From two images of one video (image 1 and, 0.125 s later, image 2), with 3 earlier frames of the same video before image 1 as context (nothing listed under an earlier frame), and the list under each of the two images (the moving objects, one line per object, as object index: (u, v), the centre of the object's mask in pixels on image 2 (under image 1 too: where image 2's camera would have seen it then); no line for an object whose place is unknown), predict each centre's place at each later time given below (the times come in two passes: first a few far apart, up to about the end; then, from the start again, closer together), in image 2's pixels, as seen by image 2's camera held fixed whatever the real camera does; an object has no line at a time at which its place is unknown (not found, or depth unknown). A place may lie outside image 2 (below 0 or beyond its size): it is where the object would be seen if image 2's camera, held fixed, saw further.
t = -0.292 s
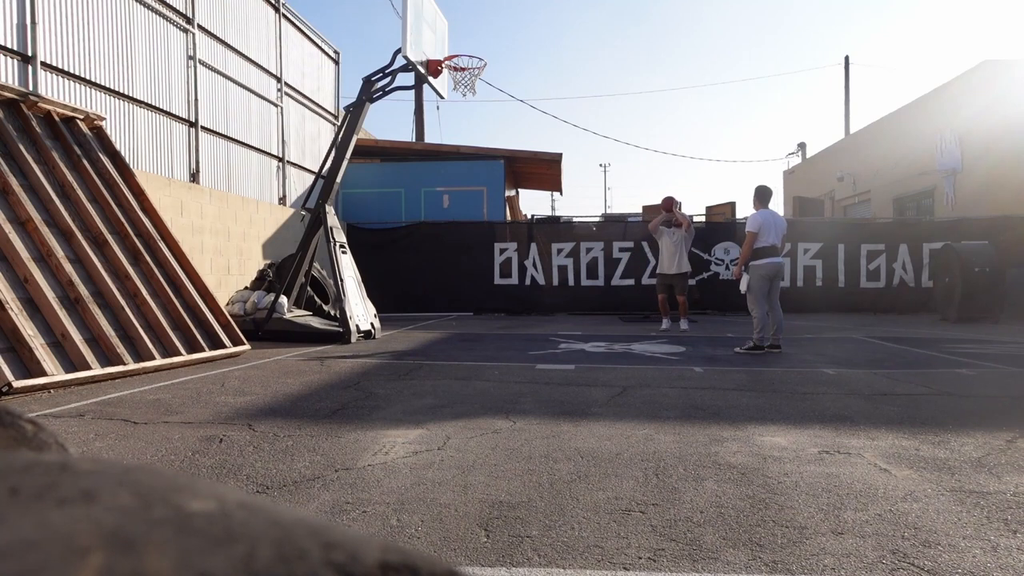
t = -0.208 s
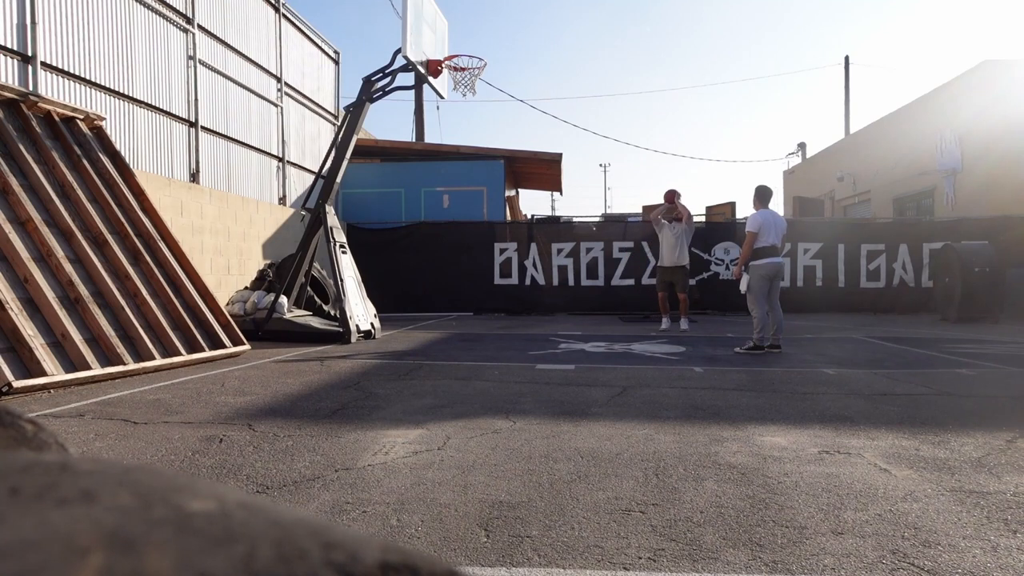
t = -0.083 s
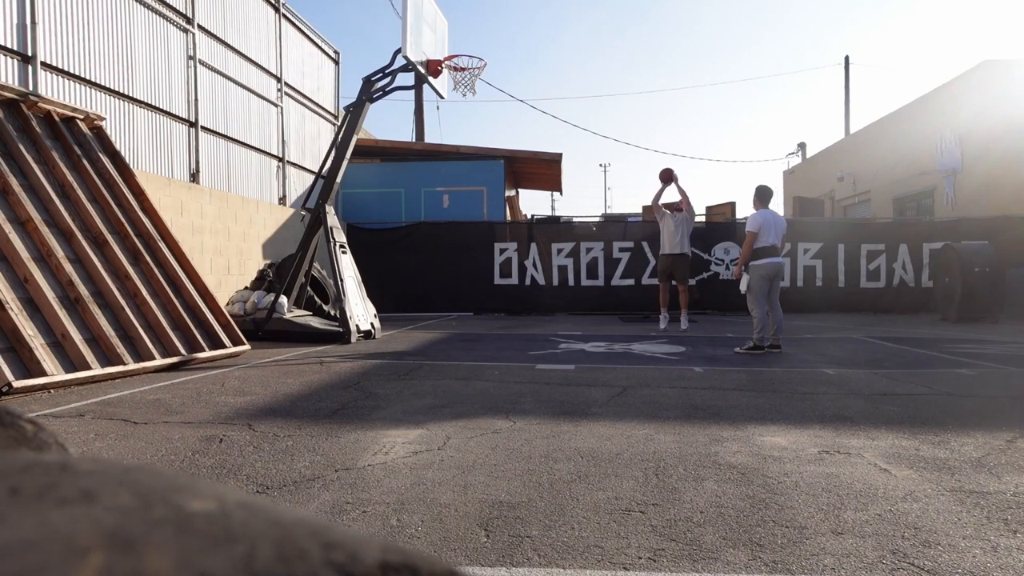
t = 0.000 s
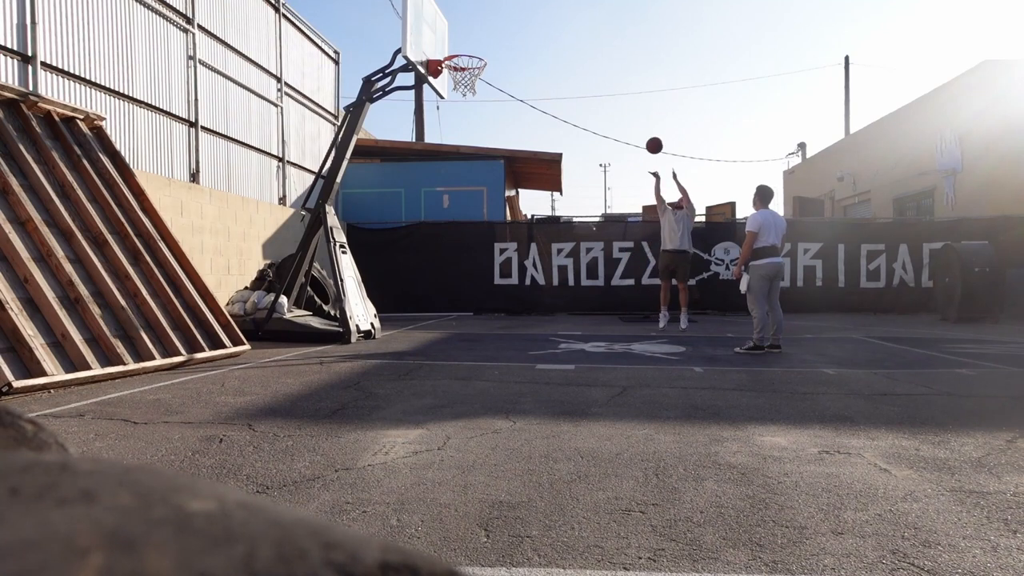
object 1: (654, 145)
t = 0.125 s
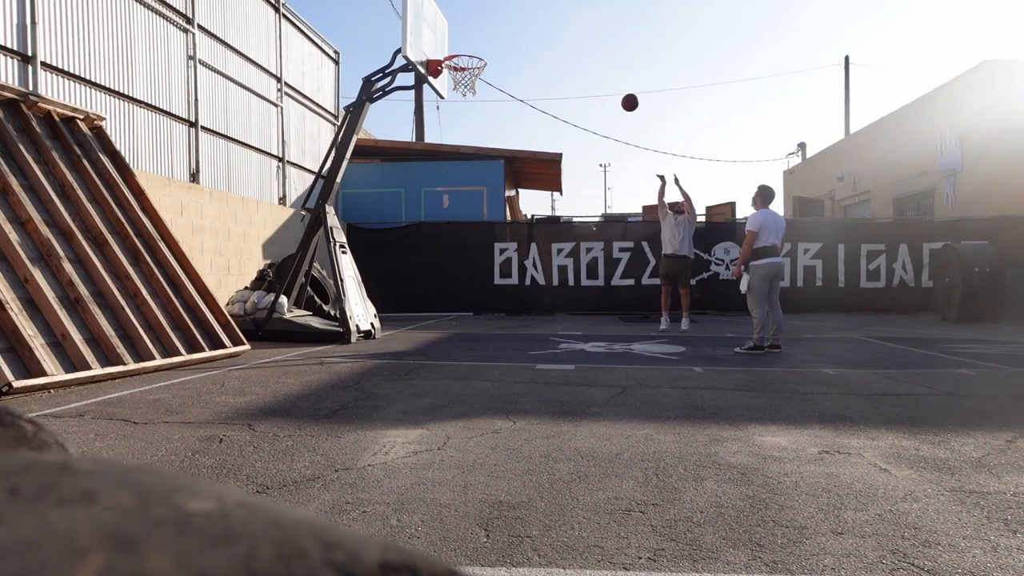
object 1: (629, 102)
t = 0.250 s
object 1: (603, 69)
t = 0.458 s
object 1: (557, 35)
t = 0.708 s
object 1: (493, 39)
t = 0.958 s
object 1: (464, 91)
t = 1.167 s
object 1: (477, 155)
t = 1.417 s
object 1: (493, 275)
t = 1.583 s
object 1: (505, 297)
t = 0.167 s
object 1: (621, 90)
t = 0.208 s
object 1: (612, 79)
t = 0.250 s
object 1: (603, 69)
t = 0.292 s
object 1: (594, 59)
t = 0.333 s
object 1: (585, 51)
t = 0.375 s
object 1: (576, 45)
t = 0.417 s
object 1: (566, 39)
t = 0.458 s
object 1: (557, 35)
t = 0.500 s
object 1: (547, 32)
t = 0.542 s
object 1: (536, 30)
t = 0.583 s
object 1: (526, 30)
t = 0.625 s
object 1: (515, 31)
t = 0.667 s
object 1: (504, 34)
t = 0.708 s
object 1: (493, 39)
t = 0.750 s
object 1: (481, 45)
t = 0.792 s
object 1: (470, 52)
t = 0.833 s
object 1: (458, 62)
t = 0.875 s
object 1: (457, 73)
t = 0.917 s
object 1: (461, 82)
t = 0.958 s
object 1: (464, 91)
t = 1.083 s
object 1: (471, 125)
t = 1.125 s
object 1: (474, 139)
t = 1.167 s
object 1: (477, 155)
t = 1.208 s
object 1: (480, 171)
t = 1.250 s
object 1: (483, 189)
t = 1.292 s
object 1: (485, 209)
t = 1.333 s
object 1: (488, 230)
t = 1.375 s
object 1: (490, 251)
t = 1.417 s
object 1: (493, 275)
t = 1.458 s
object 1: (495, 298)
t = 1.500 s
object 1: (497, 325)
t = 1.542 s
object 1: (501, 316)
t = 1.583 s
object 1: (505, 297)
